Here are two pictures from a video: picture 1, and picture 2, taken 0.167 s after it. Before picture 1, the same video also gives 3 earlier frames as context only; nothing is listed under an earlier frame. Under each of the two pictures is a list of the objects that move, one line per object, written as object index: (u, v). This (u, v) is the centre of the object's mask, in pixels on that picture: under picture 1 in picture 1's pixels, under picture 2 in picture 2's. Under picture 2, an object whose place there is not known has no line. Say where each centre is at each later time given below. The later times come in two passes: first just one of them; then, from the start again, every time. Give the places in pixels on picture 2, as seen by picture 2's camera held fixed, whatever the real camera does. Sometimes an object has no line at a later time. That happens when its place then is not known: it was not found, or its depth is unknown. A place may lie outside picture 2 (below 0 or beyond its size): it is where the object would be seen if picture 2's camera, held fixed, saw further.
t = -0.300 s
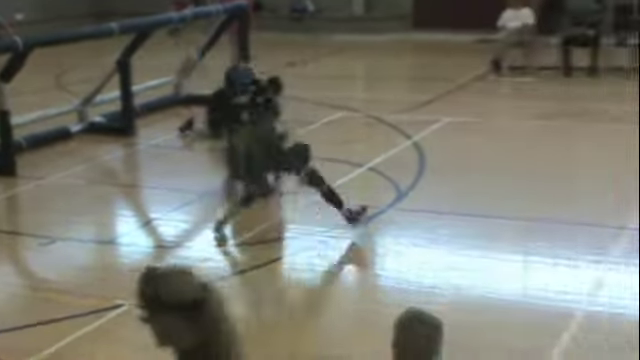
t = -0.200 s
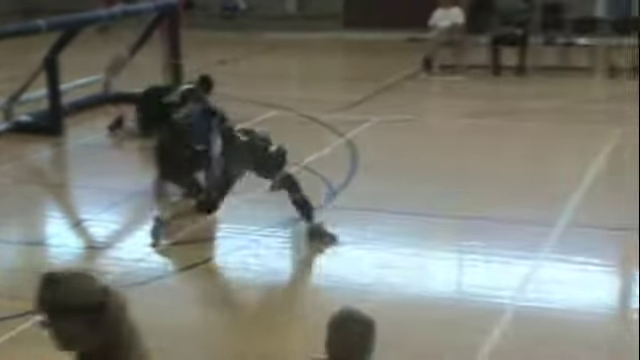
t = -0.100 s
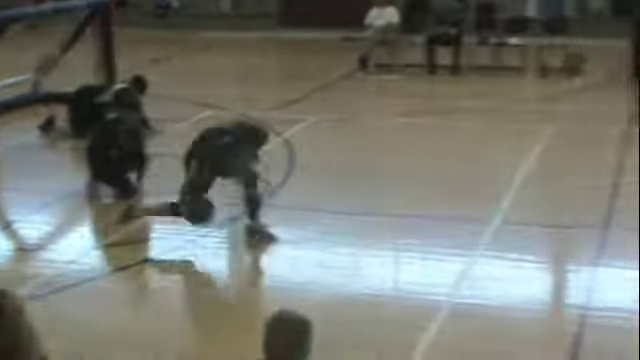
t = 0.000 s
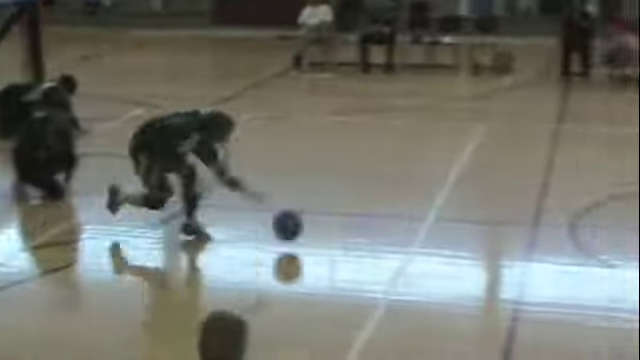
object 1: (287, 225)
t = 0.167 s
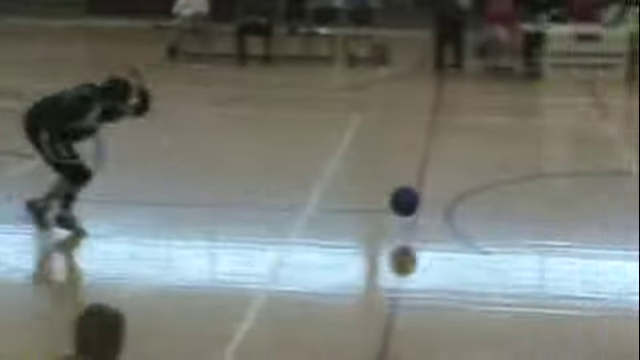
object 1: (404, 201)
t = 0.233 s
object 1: (494, 203)
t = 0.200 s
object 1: (448, 201)
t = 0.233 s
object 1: (494, 203)
